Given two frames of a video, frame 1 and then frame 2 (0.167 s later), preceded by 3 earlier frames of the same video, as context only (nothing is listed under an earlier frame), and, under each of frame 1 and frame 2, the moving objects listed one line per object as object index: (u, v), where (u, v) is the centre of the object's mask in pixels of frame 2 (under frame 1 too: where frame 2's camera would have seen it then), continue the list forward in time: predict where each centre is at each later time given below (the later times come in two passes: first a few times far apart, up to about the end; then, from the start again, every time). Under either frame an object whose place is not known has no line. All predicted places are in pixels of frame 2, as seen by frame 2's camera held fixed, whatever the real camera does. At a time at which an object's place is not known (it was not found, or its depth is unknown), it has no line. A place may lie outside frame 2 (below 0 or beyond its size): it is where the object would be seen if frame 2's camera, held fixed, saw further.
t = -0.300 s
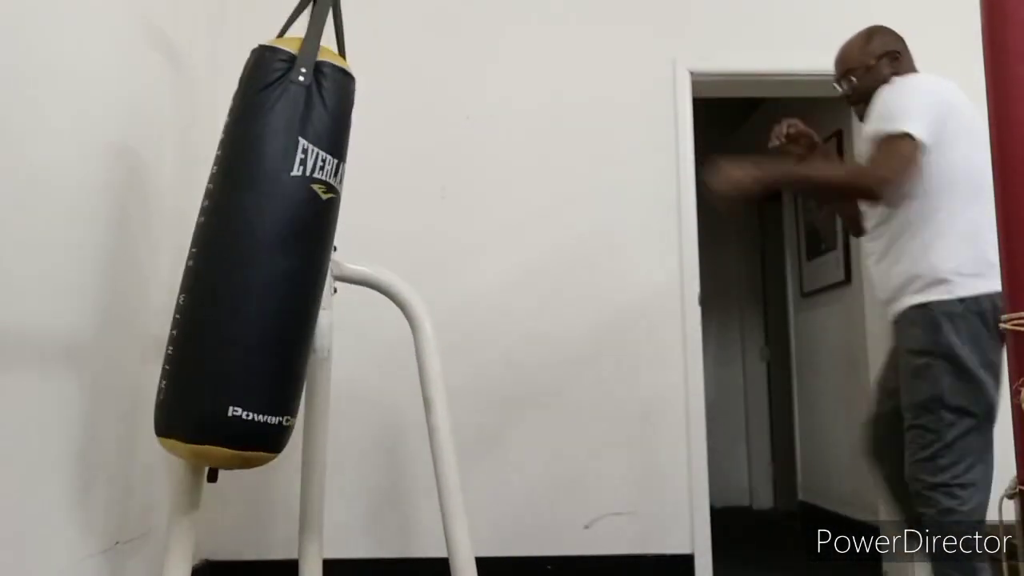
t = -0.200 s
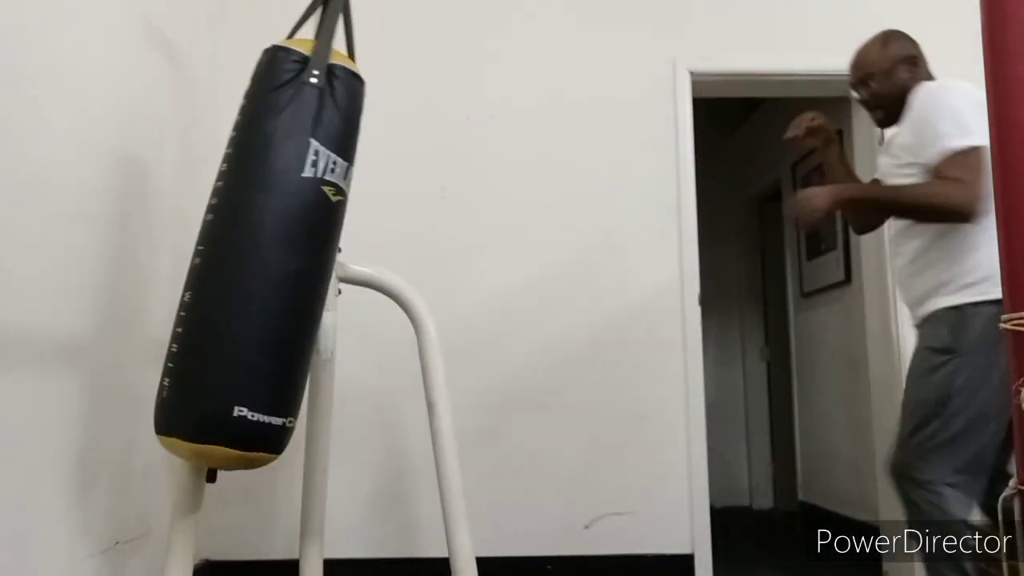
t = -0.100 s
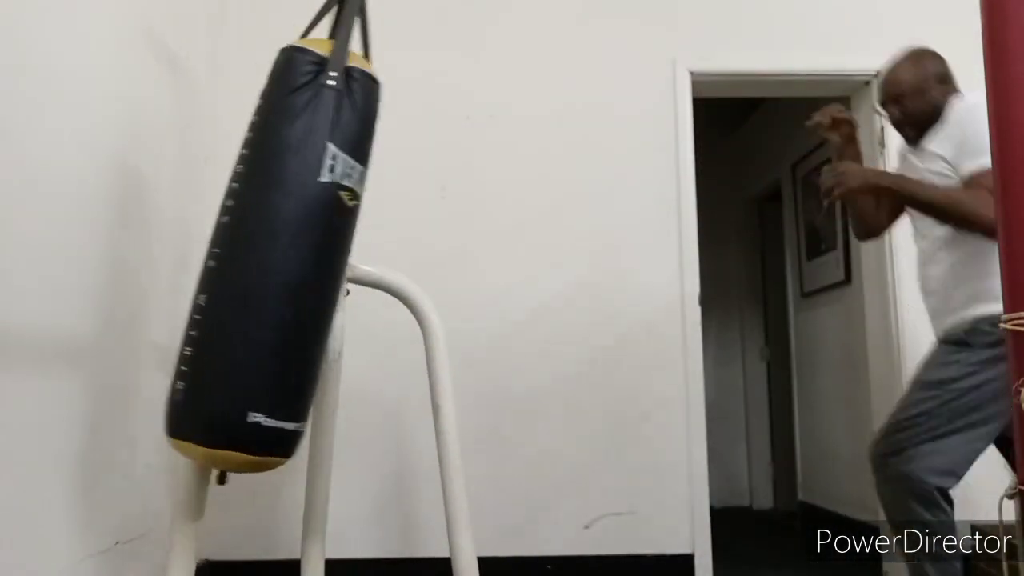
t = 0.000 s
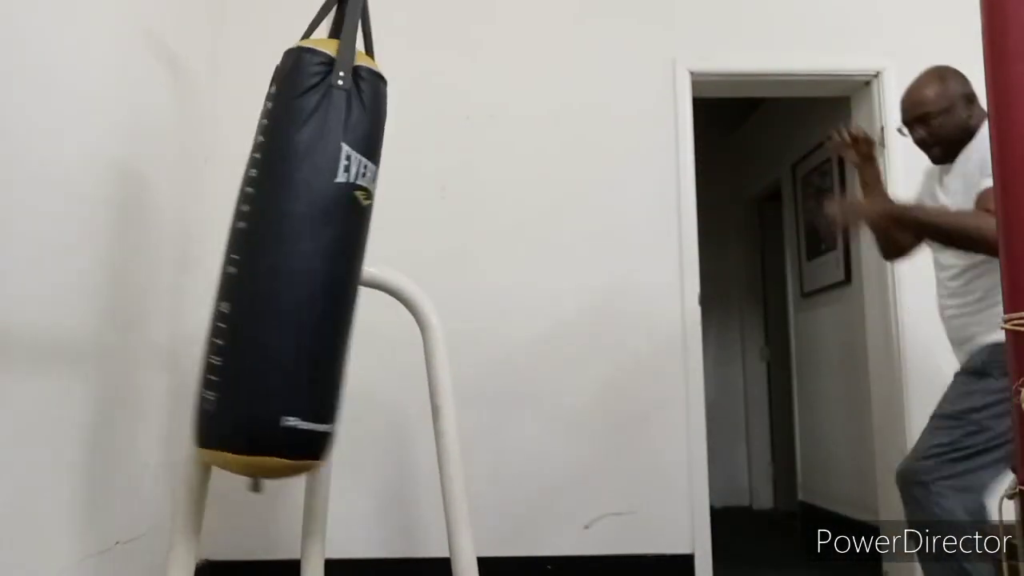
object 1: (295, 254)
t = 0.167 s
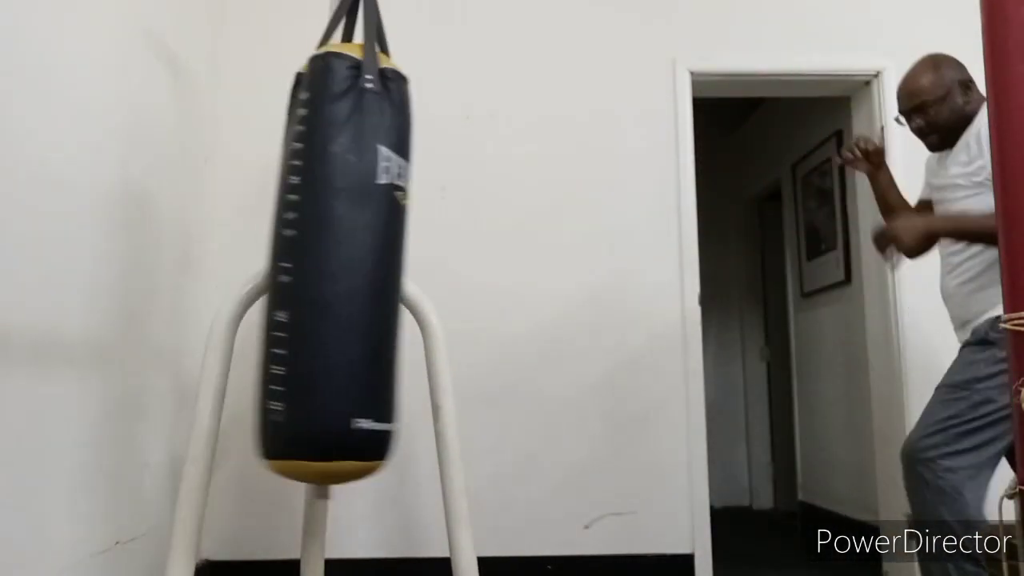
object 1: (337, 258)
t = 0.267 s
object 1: (364, 257)
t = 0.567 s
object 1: (436, 252)
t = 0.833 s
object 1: (451, 249)
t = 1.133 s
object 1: (408, 256)
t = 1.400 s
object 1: (339, 259)
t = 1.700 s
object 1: (278, 253)
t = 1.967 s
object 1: (278, 253)
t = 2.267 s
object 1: (338, 260)
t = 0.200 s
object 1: (346, 257)
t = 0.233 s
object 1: (355, 256)
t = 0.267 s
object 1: (364, 257)
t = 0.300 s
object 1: (374, 256)
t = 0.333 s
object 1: (383, 259)
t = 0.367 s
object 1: (393, 258)
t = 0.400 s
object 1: (401, 256)
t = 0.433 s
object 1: (409, 255)
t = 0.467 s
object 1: (416, 254)
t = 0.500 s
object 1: (424, 254)
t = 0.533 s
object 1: (430, 253)
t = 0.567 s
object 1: (436, 252)
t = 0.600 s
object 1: (441, 251)
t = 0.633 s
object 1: (445, 250)
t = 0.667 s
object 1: (448, 250)
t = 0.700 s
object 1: (450, 249)
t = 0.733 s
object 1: (452, 249)
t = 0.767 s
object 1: (453, 249)
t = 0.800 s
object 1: (453, 249)
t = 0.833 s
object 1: (451, 249)
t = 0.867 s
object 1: (449, 249)
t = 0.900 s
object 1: (447, 250)
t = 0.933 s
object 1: (443, 250)
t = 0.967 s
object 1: (439, 252)
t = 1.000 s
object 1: (434, 252)
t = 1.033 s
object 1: (428, 253)
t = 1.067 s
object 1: (422, 255)
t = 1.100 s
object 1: (415, 255)
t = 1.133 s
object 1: (408, 256)
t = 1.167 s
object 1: (400, 257)
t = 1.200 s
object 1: (391, 258)
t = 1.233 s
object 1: (383, 259)
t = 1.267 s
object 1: (374, 259)
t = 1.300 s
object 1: (365, 260)
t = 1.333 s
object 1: (357, 260)
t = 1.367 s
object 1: (348, 260)
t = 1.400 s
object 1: (339, 259)
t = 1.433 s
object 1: (330, 259)
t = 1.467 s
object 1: (322, 258)
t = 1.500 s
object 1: (314, 257)
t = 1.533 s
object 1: (306, 257)
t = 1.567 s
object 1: (299, 257)
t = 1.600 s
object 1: (293, 256)
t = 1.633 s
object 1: (287, 255)
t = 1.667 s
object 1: (283, 254)
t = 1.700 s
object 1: (278, 253)
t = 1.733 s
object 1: (275, 253)
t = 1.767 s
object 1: (272, 253)
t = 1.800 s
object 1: (271, 253)
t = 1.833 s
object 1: (271, 253)
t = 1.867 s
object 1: (271, 253)
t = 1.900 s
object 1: (273, 253)
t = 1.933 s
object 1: (275, 253)
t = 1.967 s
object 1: (278, 253)
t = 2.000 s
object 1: (282, 254)
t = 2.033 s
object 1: (287, 255)
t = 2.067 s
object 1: (292, 257)
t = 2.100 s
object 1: (298, 257)
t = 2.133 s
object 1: (305, 258)
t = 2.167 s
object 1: (313, 258)
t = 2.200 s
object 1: (320, 259)
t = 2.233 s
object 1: (329, 260)
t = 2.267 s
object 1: (338, 260)
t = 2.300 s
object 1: (346, 260)
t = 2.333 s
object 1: (355, 260)
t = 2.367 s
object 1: (364, 260)
